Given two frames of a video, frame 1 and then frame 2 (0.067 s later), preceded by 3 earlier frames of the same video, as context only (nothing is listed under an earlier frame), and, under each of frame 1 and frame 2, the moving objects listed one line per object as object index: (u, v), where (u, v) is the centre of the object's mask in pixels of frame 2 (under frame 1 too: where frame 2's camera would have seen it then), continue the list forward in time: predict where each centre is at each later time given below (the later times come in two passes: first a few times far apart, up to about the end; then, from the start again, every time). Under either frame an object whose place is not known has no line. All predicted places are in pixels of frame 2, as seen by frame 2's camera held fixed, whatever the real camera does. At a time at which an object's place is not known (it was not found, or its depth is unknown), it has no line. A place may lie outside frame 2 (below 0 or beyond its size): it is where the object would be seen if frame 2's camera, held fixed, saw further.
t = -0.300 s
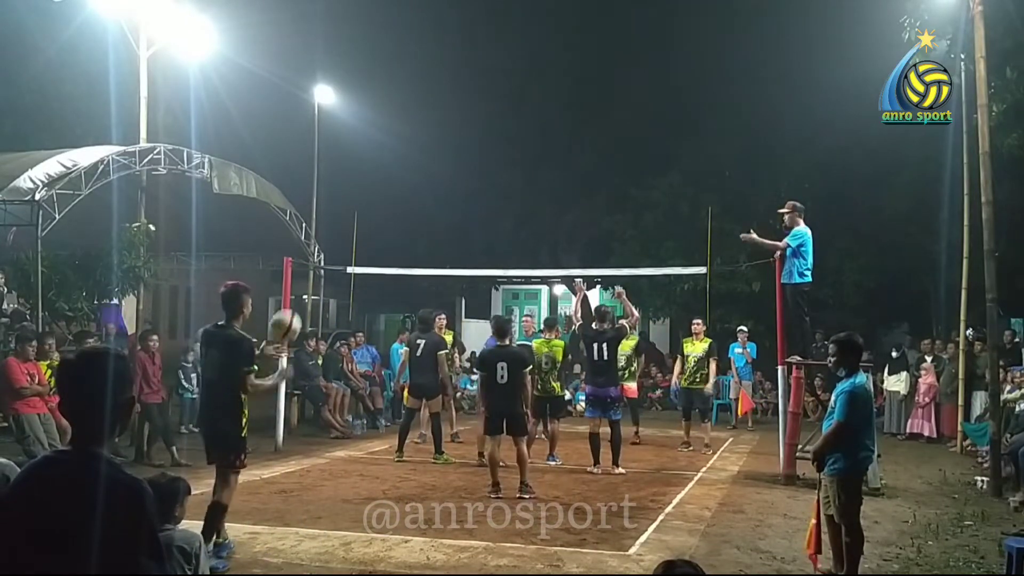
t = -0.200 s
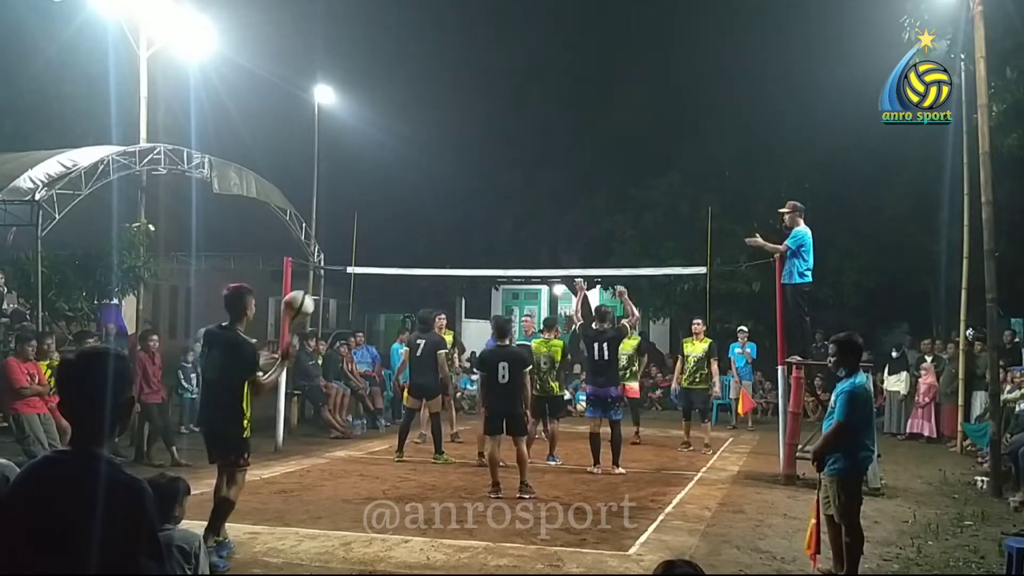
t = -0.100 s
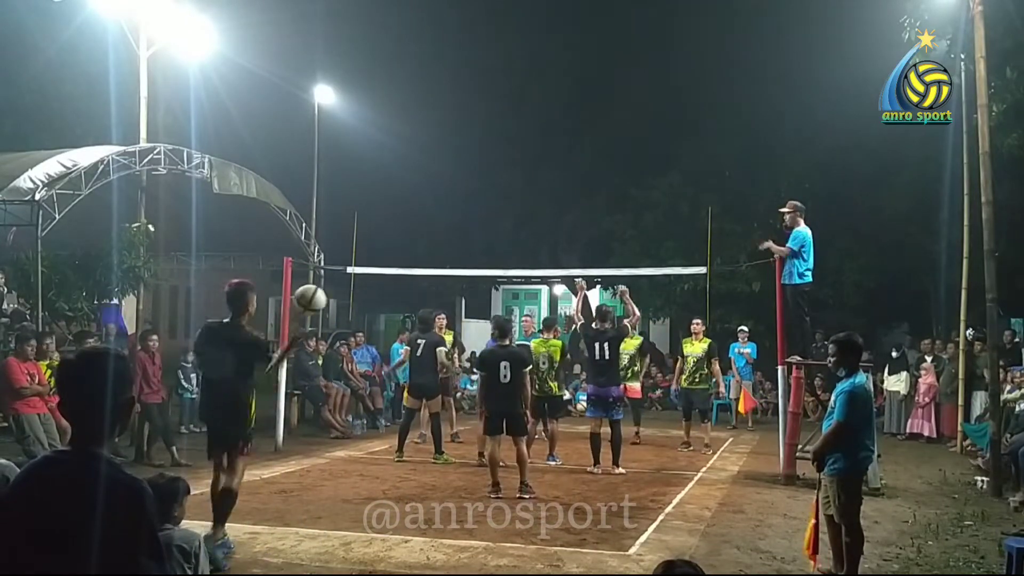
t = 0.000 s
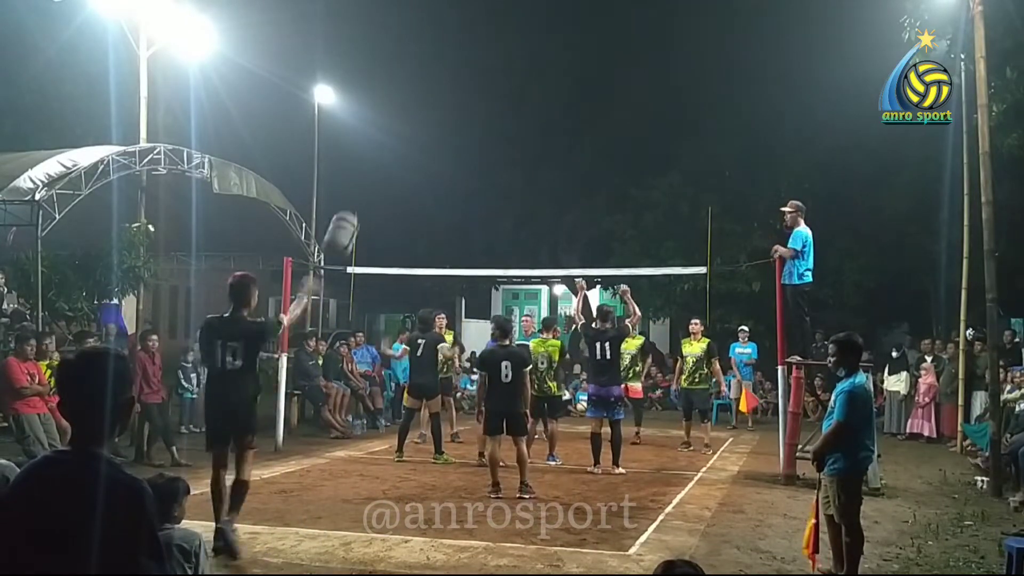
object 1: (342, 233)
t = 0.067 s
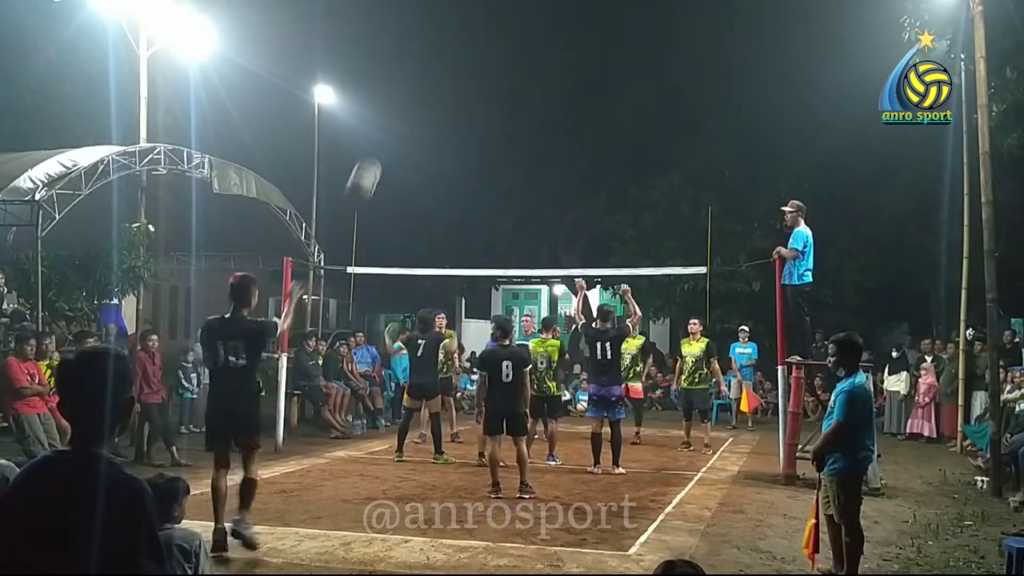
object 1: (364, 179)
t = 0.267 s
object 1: (419, 71)
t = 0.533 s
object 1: (472, 17)
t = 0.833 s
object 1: (510, 36)
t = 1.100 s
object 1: (530, 102)
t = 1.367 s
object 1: (541, 203)
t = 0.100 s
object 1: (376, 153)
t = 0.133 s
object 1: (385, 134)
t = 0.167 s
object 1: (394, 116)
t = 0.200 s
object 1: (404, 98)
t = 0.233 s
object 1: (411, 84)
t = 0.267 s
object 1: (419, 71)
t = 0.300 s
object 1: (426, 59)
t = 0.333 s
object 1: (435, 48)
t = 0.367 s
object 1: (442, 40)
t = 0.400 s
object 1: (449, 33)
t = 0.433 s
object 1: (455, 28)
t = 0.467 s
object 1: (460, 23)
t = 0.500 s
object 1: (466, 20)
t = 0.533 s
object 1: (472, 17)
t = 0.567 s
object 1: (478, 15)
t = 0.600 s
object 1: (483, 15)
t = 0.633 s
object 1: (487, 16)
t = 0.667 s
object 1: (491, 17)
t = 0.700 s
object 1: (495, 19)
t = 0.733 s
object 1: (499, 22)
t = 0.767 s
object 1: (503, 25)
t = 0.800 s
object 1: (506, 30)
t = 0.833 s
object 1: (510, 36)
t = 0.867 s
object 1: (513, 42)
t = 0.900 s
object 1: (515, 49)
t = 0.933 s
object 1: (518, 56)
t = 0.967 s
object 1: (521, 63)
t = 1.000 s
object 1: (523, 72)
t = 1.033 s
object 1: (526, 81)
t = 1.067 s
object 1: (528, 91)
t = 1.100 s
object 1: (530, 102)
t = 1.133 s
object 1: (532, 113)
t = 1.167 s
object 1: (533, 124)
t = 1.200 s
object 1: (535, 136)
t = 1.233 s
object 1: (537, 148)
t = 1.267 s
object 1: (538, 161)
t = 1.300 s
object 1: (539, 175)
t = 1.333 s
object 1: (540, 189)
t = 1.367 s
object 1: (541, 203)
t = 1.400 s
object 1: (542, 217)
